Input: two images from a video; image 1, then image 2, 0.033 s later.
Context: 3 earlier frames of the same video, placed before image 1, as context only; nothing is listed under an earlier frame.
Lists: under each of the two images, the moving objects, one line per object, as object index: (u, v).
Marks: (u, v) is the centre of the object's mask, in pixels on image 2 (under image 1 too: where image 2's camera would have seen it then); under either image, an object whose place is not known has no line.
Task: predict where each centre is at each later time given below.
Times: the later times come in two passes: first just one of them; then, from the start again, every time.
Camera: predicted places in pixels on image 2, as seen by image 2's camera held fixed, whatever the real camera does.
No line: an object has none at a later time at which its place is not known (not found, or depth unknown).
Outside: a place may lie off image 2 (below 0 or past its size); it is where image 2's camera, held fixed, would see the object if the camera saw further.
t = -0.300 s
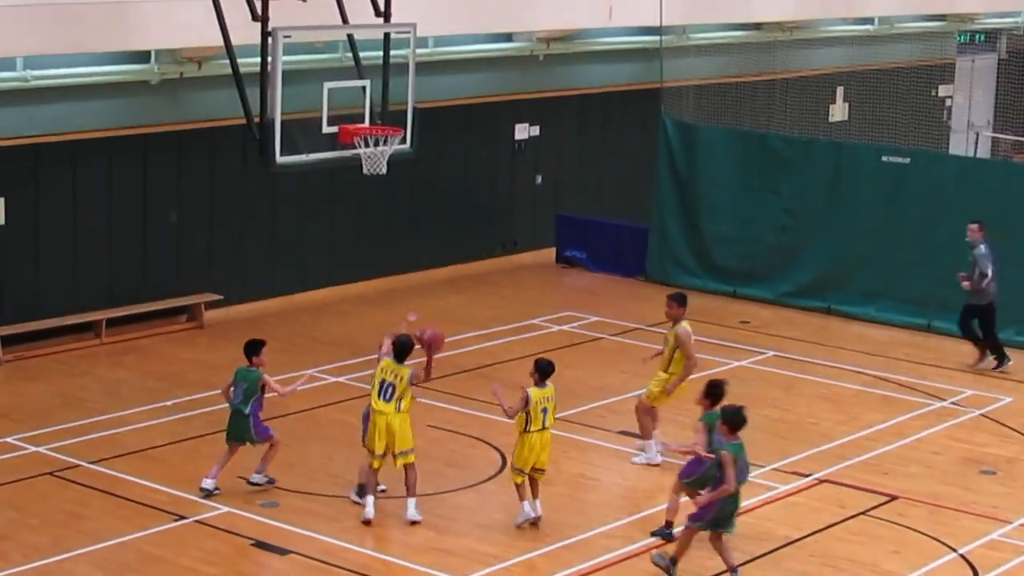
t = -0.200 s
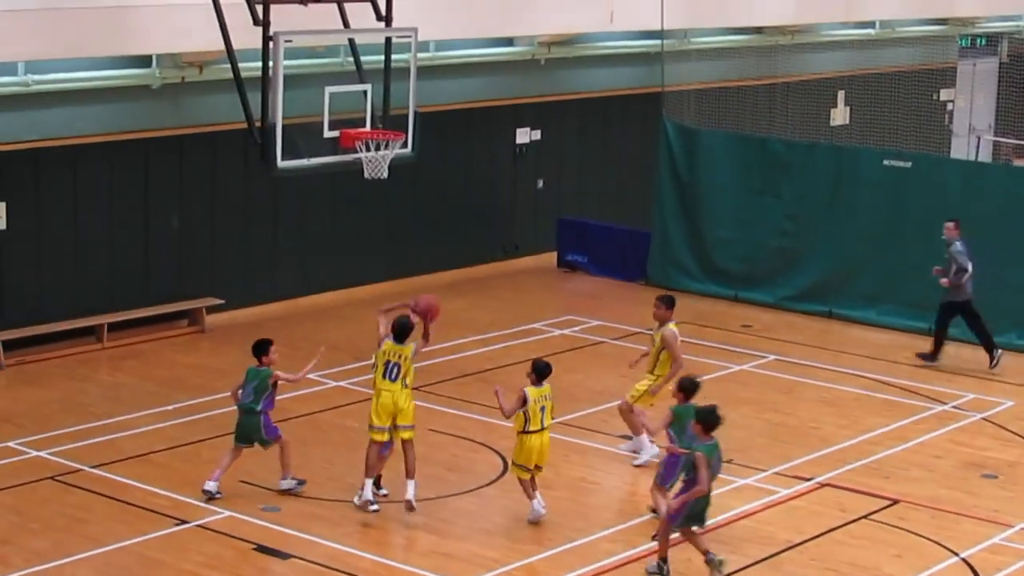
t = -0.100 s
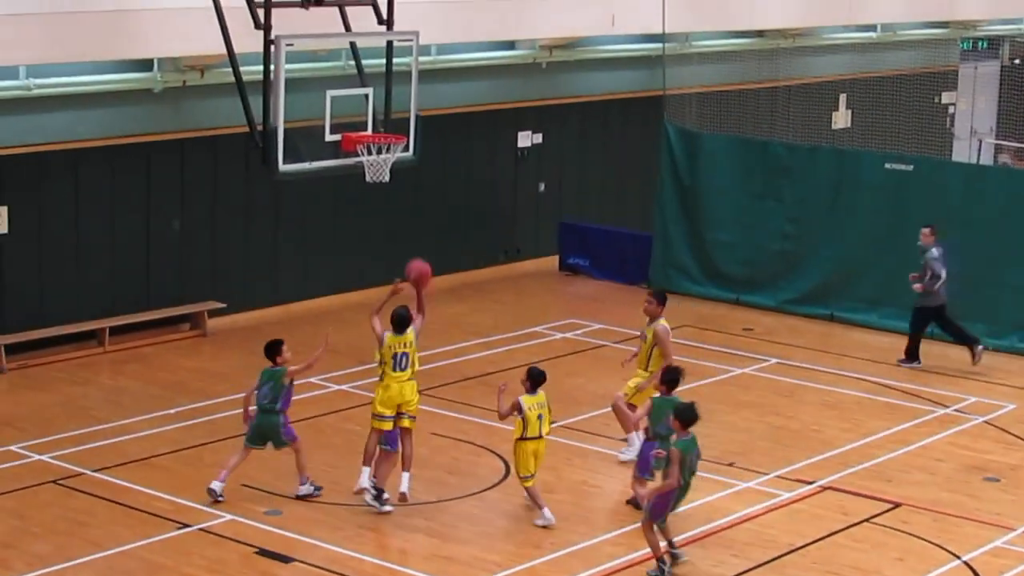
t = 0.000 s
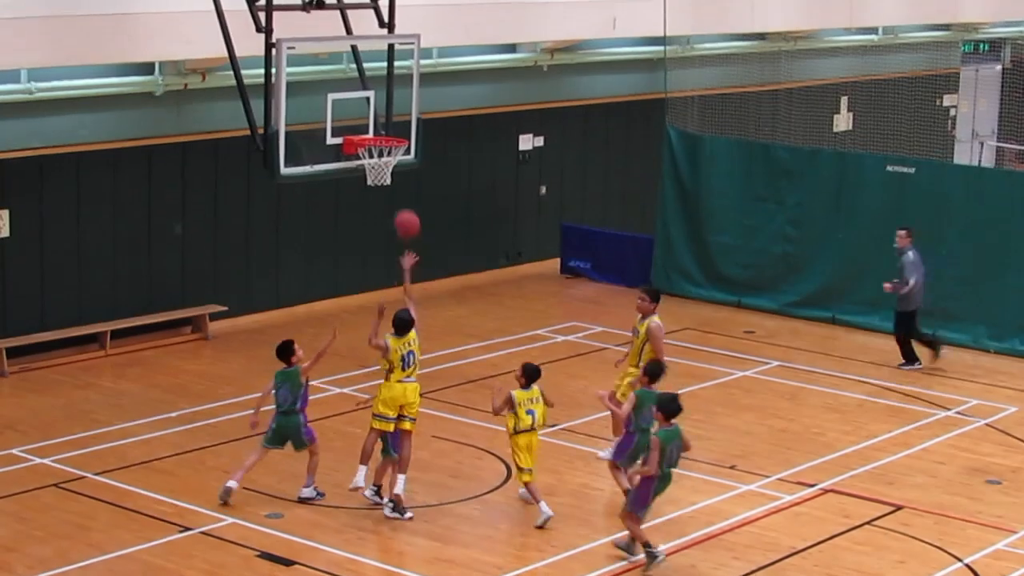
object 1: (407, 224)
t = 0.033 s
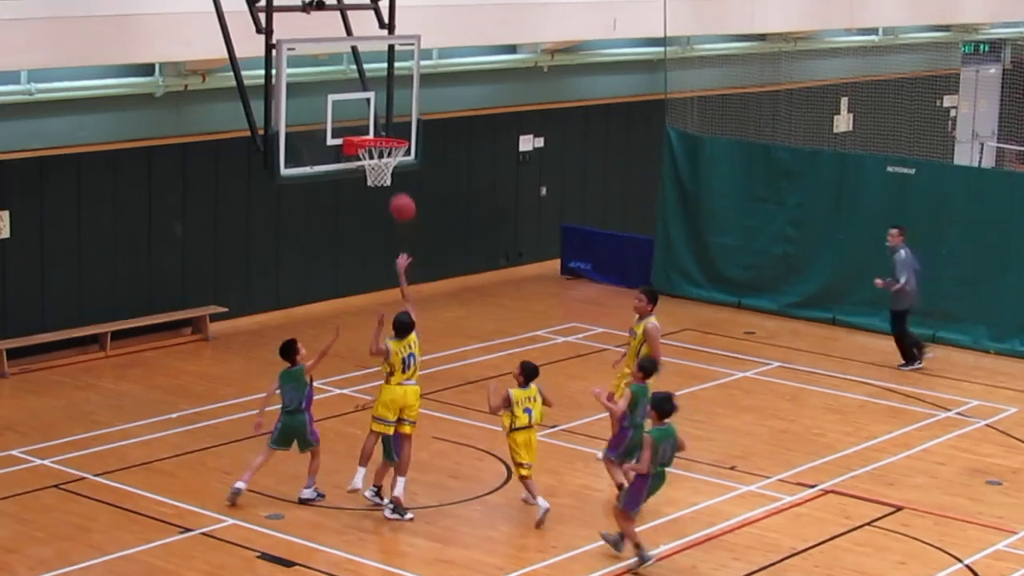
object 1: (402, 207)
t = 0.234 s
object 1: (375, 134)
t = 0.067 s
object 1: (398, 192)
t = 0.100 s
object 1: (394, 178)
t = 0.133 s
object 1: (389, 165)
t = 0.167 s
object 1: (384, 153)
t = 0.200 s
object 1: (380, 142)
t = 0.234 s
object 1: (375, 134)
